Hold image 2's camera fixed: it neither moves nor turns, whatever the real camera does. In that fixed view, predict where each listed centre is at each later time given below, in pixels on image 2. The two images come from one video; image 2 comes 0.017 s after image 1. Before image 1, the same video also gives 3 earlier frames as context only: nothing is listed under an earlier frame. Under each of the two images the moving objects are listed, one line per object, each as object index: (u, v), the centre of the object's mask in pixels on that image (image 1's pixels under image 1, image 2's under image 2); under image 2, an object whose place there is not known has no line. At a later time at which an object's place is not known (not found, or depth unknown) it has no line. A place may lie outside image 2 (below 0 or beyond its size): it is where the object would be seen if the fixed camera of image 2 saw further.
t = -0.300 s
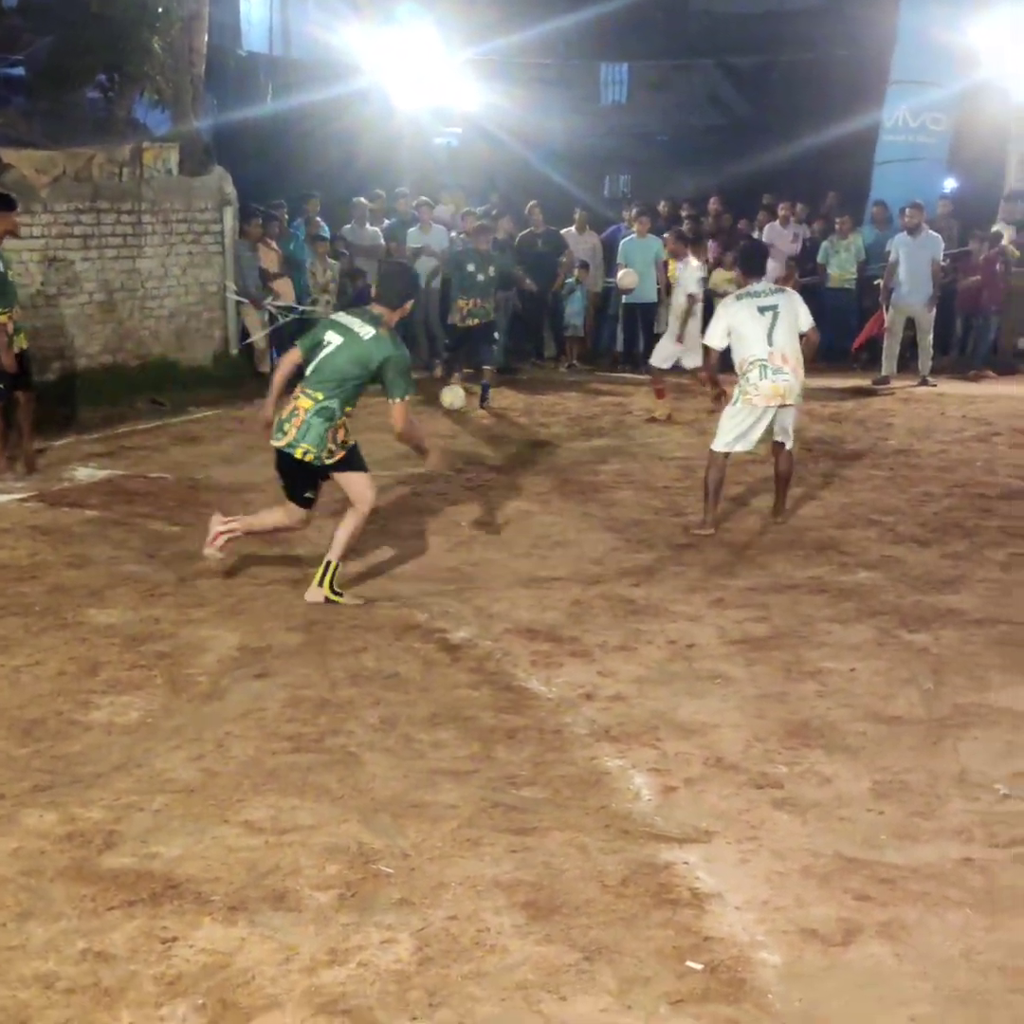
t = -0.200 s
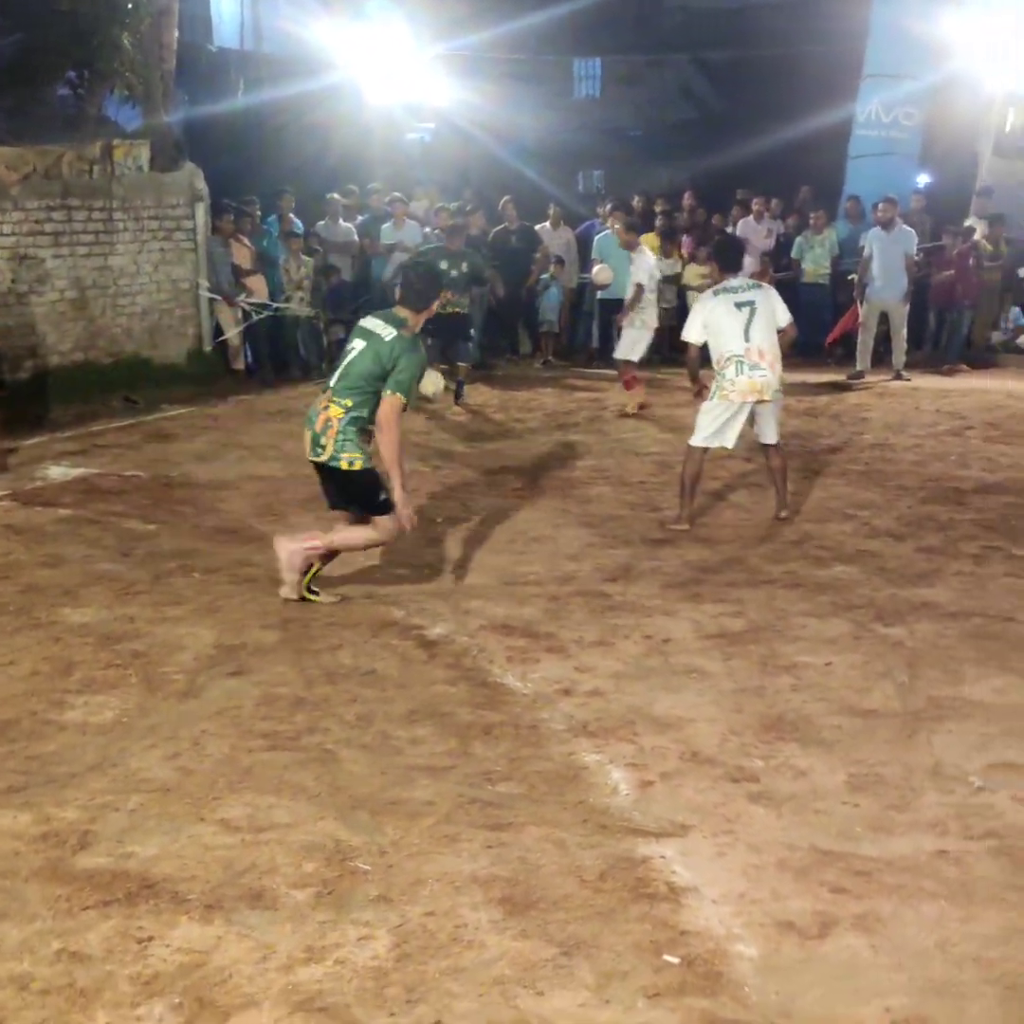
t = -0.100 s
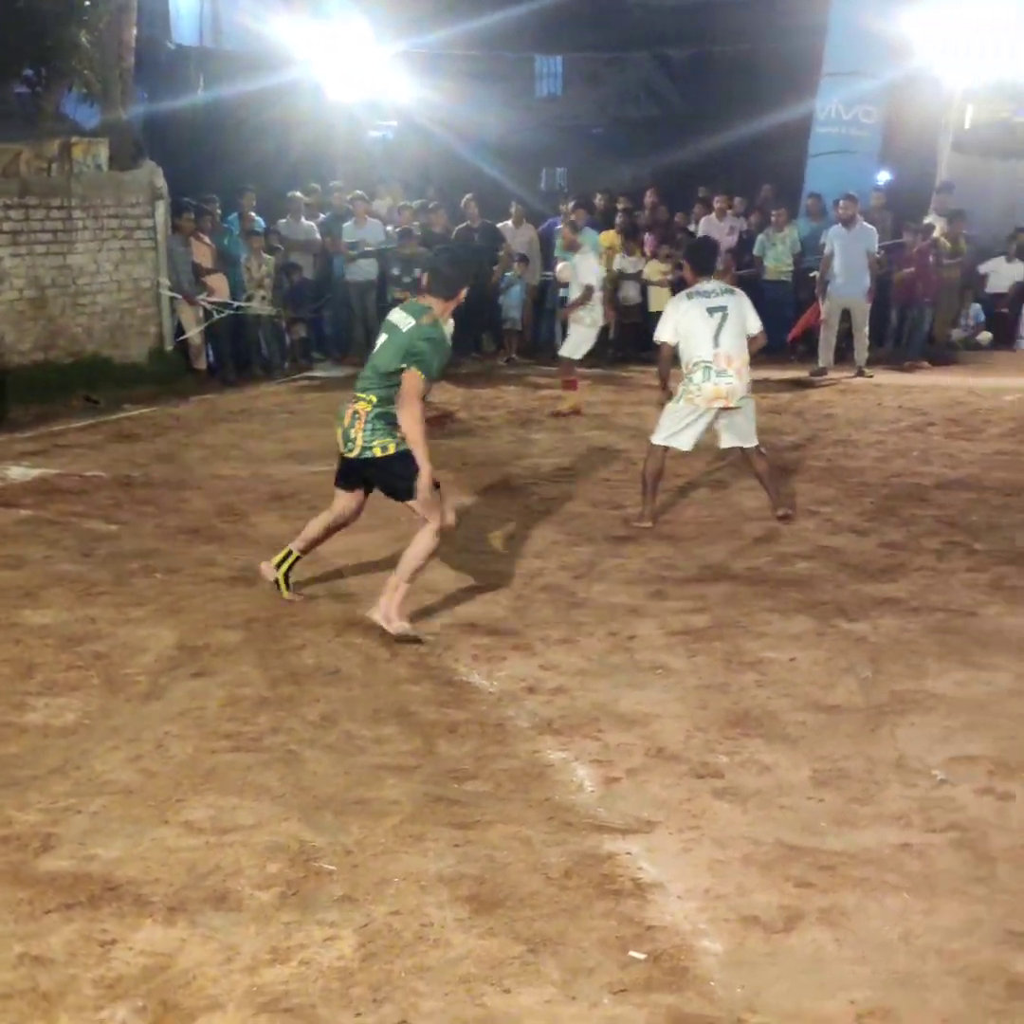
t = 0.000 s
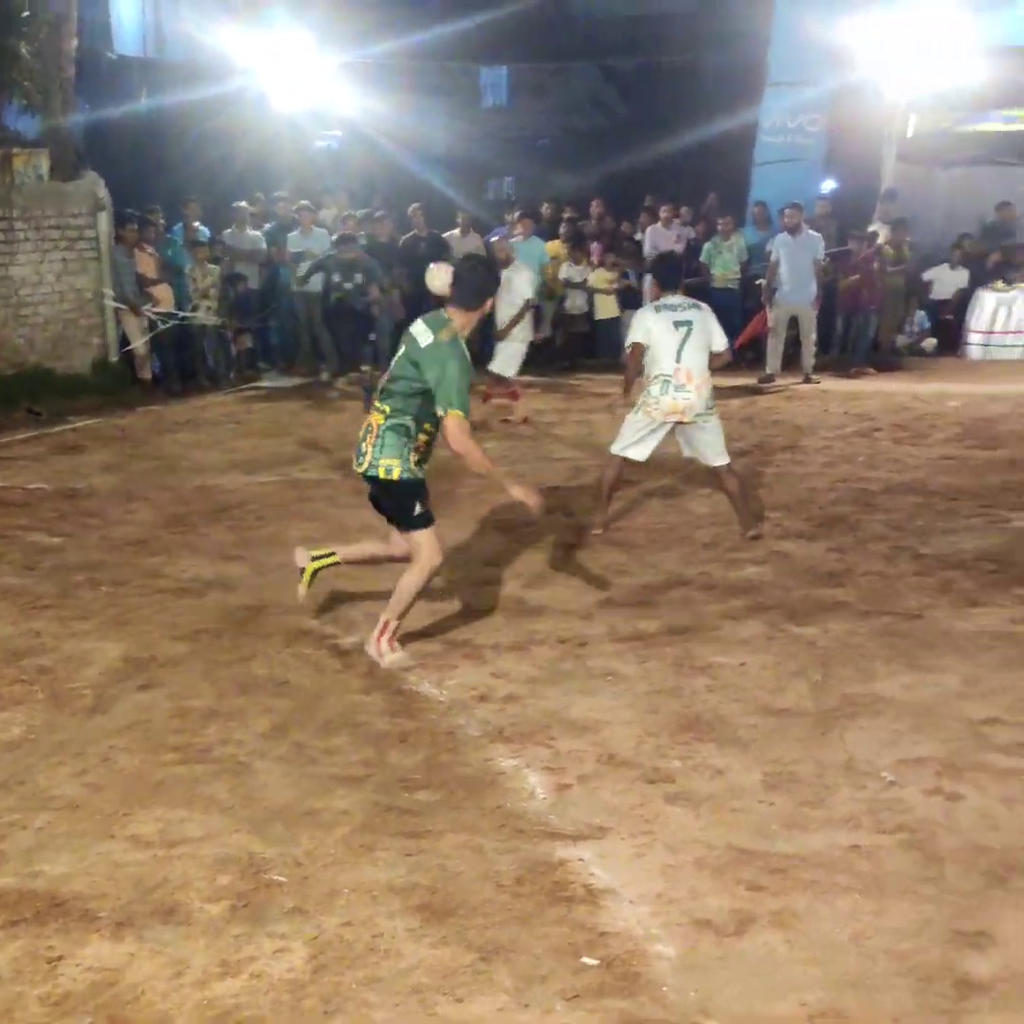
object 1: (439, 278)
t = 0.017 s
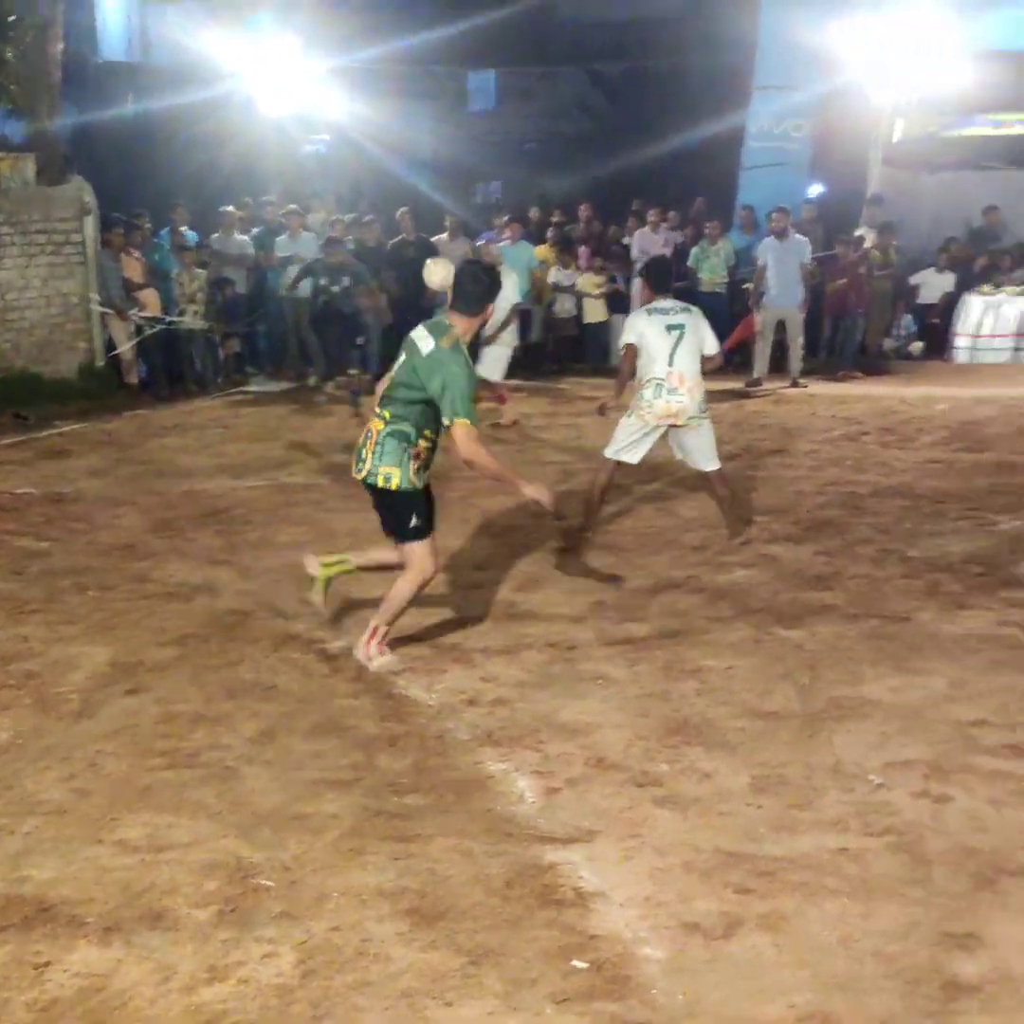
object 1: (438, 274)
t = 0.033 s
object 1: (447, 266)
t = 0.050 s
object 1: (455, 256)
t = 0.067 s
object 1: (466, 247)
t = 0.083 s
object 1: (473, 238)
